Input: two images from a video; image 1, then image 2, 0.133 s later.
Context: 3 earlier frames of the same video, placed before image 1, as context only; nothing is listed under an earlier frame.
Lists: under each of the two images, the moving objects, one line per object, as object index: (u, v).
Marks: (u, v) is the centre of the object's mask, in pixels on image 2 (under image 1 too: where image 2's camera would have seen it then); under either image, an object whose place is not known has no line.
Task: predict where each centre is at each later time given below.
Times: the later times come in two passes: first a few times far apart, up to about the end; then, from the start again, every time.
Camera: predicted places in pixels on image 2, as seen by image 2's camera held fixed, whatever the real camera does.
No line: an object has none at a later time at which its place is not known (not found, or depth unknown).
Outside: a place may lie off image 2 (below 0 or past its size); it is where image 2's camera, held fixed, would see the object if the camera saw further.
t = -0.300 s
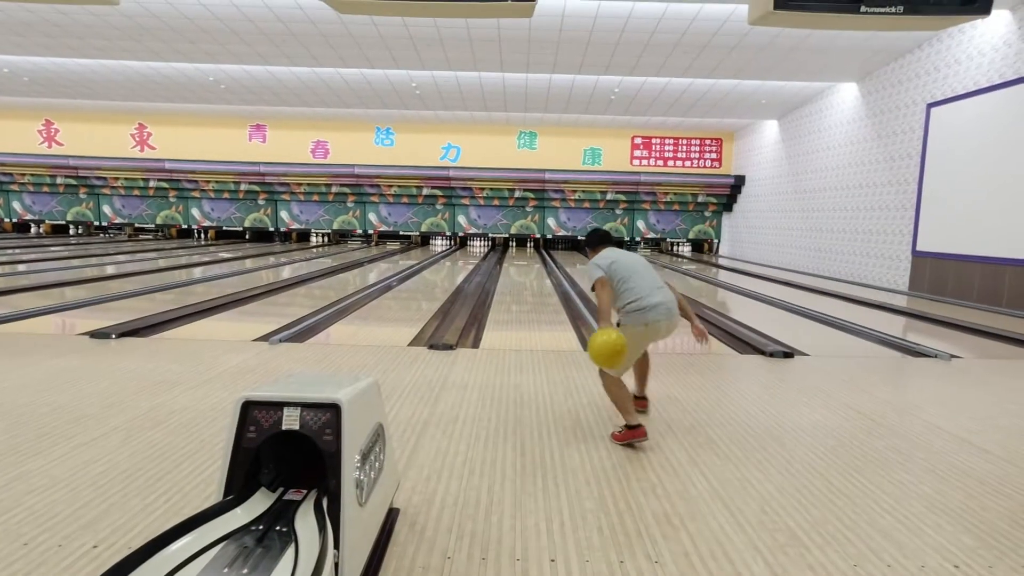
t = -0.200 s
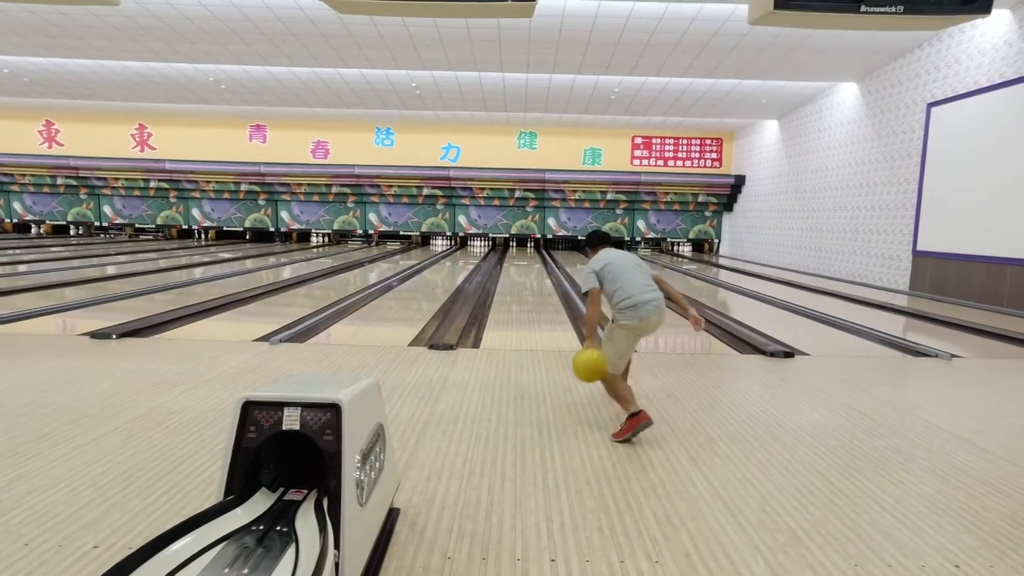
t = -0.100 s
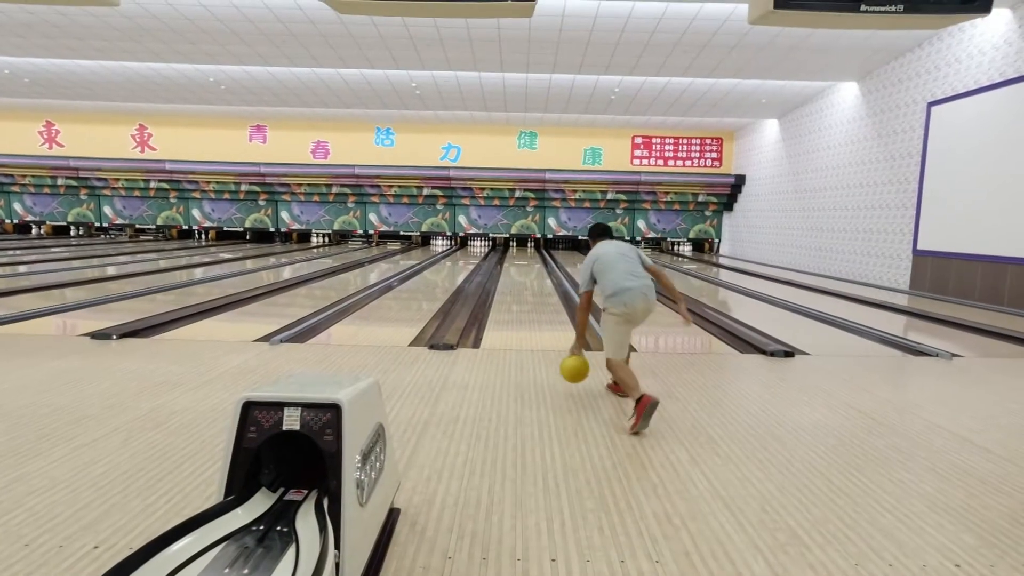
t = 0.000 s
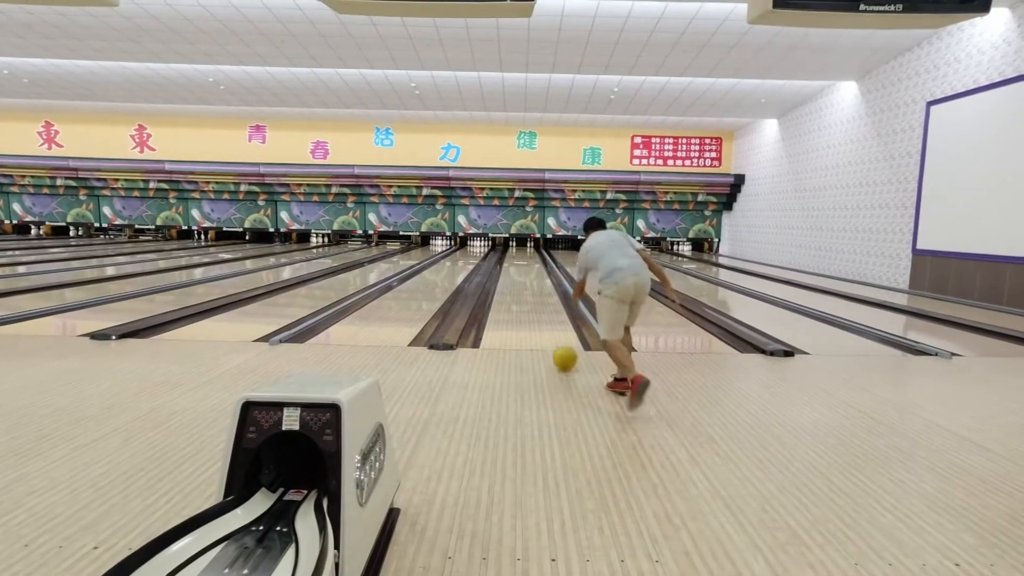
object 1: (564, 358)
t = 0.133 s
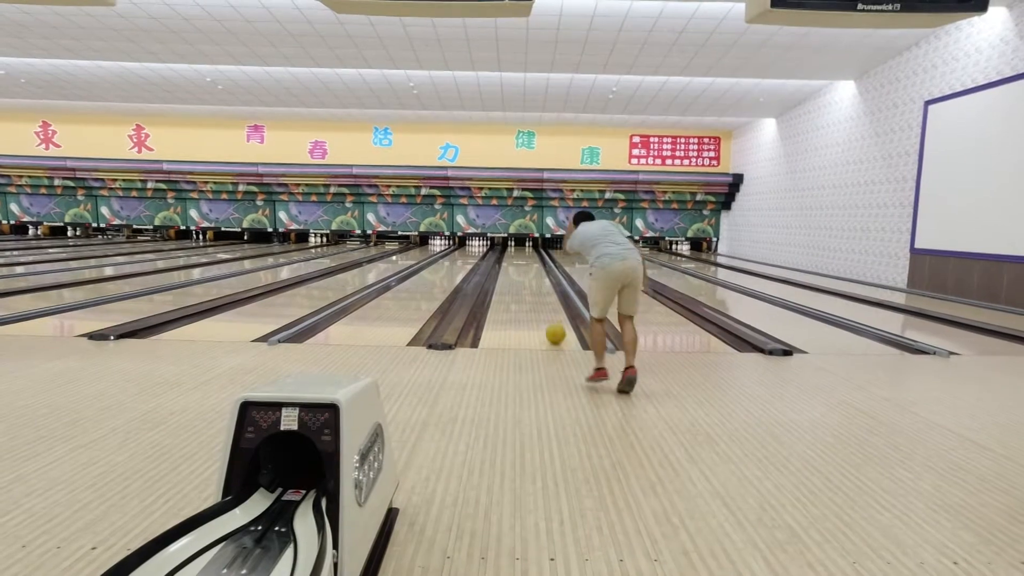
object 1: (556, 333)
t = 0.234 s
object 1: (551, 320)
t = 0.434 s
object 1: (545, 301)
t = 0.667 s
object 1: (540, 286)
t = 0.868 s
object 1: (537, 277)
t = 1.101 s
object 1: (534, 268)
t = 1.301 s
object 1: (532, 263)
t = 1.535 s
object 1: (531, 258)
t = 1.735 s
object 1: (530, 254)
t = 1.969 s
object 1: (529, 251)
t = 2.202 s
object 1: (528, 249)
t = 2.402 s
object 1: (527, 247)
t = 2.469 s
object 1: (526, 247)
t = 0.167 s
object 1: (554, 329)
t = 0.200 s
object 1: (552, 324)
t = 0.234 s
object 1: (551, 320)
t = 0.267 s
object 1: (550, 317)
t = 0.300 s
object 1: (548, 314)
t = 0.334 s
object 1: (548, 310)
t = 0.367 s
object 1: (547, 307)
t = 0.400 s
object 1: (546, 303)
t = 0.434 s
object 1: (545, 301)
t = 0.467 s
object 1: (544, 298)
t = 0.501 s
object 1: (543, 296)
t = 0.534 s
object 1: (543, 294)
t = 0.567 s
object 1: (542, 291)
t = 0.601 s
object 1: (541, 290)
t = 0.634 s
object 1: (540, 287)
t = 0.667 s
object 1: (540, 286)
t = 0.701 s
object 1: (539, 284)
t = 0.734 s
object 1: (538, 283)
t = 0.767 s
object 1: (538, 281)
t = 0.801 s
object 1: (537, 279)
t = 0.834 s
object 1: (537, 279)
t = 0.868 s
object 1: (537, 277)
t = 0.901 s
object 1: (537, 276)
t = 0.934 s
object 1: (536, 274)
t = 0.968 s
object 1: (537, 273)
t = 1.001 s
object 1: (536, 271)
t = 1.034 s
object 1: (536, 270)
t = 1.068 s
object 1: (536, 269)
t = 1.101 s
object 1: (534, 268)
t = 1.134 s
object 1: (534, 267)
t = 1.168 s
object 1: (534, 267)
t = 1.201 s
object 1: (533, 266)
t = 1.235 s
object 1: (533, 265)
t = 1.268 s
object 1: (532, 264)
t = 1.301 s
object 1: (532, 263)
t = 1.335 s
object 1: (532, 262)
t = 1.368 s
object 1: (531, 261)
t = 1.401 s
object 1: (531, 261)
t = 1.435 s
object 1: (531, 260)
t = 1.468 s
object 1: (531, 259)
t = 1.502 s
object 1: (531, 259)
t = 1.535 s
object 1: (531, 258)
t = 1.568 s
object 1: (530, 258)
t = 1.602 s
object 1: (530, 257)
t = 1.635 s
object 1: (530, 257)
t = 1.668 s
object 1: (530, 256)
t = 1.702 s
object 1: (530, 256)
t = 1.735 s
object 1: (530, 254)
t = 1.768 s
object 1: (529, 254)
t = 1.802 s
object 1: (529, 254)
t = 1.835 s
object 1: (529, 253)
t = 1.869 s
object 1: (529, 253)
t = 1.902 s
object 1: (529, 252)
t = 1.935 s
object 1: (529, 252)
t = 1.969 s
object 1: (529, 251)
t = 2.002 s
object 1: (528, 251)
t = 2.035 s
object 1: (528, 250)
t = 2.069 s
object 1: (528, 250)
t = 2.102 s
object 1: (528, 250)
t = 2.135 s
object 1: (528, 249)
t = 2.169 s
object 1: (528, 249)
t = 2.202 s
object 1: (528, 249)
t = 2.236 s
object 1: (528, 249)
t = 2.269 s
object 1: (527, 248)
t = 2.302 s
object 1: (527, 248)
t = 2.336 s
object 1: (527, 248)
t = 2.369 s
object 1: (527, 248)
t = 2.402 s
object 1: (527, 247)
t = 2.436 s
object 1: (527, 247)
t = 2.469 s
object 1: (526, 247)
